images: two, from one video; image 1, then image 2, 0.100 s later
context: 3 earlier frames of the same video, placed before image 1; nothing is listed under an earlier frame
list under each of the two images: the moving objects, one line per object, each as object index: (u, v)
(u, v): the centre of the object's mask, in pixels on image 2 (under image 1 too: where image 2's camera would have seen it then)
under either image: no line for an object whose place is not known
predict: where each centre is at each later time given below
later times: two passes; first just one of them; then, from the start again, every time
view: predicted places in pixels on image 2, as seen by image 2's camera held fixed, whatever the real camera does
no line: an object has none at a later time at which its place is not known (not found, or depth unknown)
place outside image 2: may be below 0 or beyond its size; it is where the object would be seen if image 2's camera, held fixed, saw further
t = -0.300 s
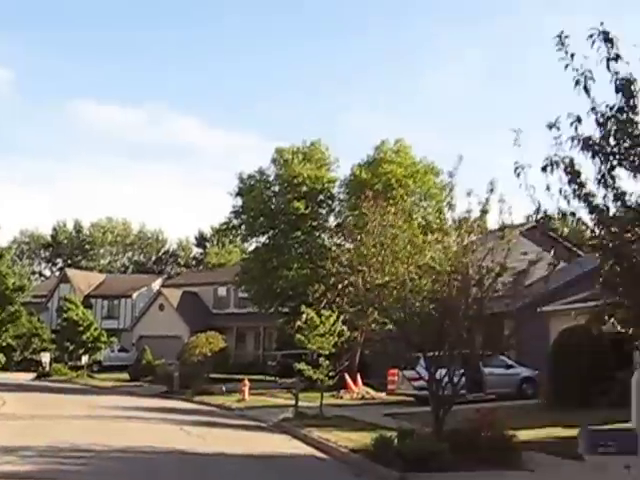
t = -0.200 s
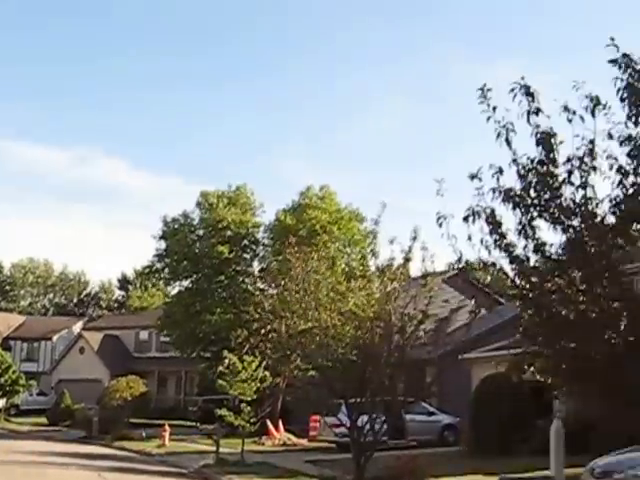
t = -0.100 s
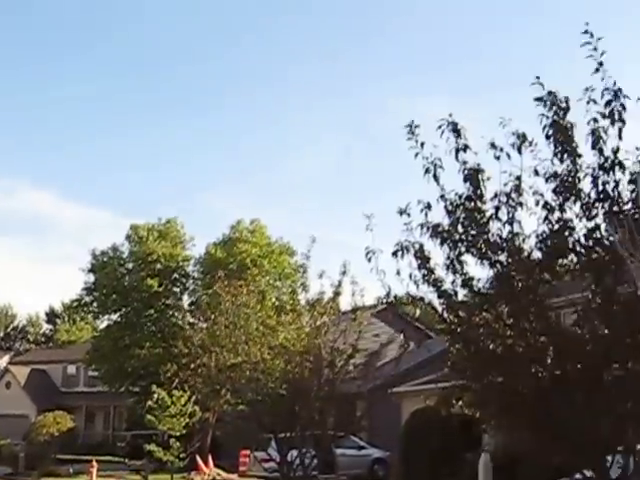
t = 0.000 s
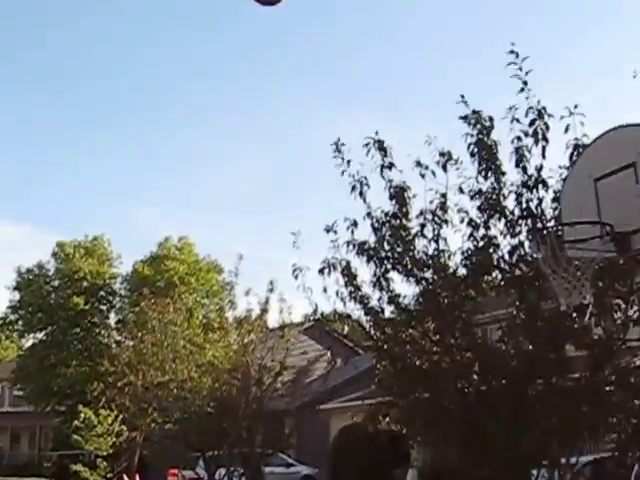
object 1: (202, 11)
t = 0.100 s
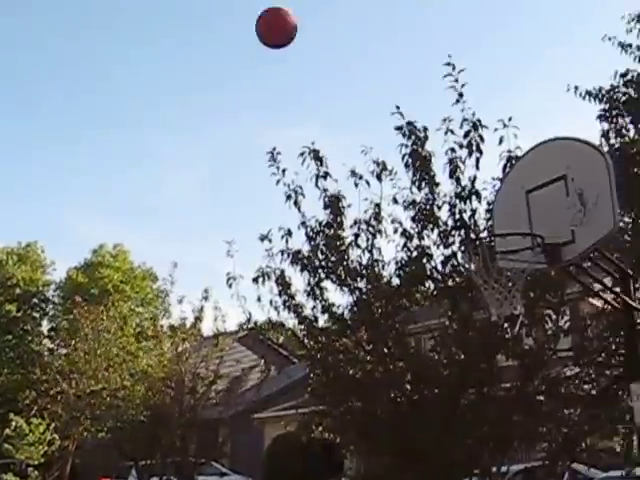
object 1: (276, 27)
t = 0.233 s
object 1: (367, 97)
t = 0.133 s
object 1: (299, 42)
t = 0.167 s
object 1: (322, 58)
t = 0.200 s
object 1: (345, 77)
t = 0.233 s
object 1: (367, 97)
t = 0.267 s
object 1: (389, 118)
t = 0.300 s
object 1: (410, 141)
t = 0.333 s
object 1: (434, 166)
